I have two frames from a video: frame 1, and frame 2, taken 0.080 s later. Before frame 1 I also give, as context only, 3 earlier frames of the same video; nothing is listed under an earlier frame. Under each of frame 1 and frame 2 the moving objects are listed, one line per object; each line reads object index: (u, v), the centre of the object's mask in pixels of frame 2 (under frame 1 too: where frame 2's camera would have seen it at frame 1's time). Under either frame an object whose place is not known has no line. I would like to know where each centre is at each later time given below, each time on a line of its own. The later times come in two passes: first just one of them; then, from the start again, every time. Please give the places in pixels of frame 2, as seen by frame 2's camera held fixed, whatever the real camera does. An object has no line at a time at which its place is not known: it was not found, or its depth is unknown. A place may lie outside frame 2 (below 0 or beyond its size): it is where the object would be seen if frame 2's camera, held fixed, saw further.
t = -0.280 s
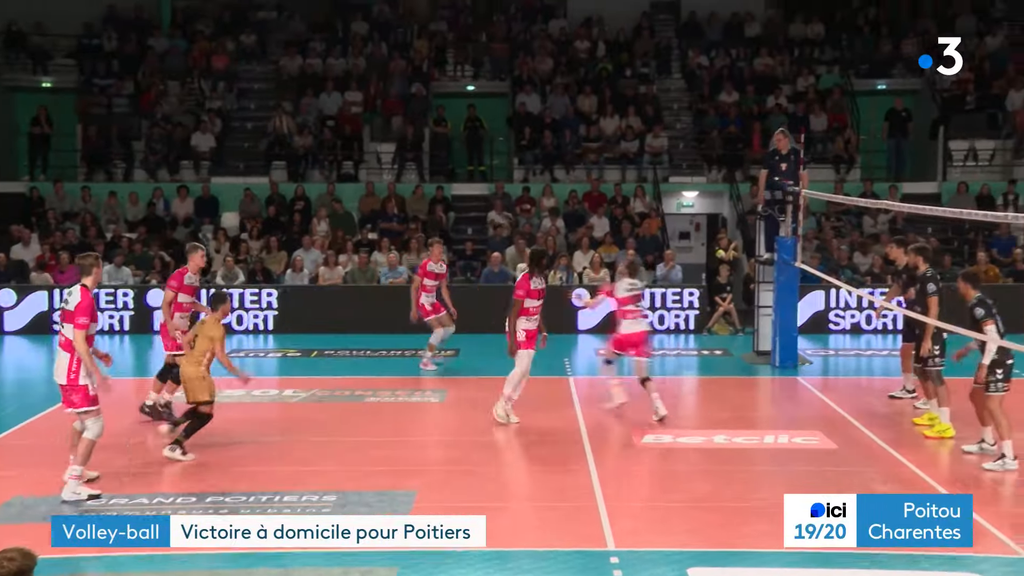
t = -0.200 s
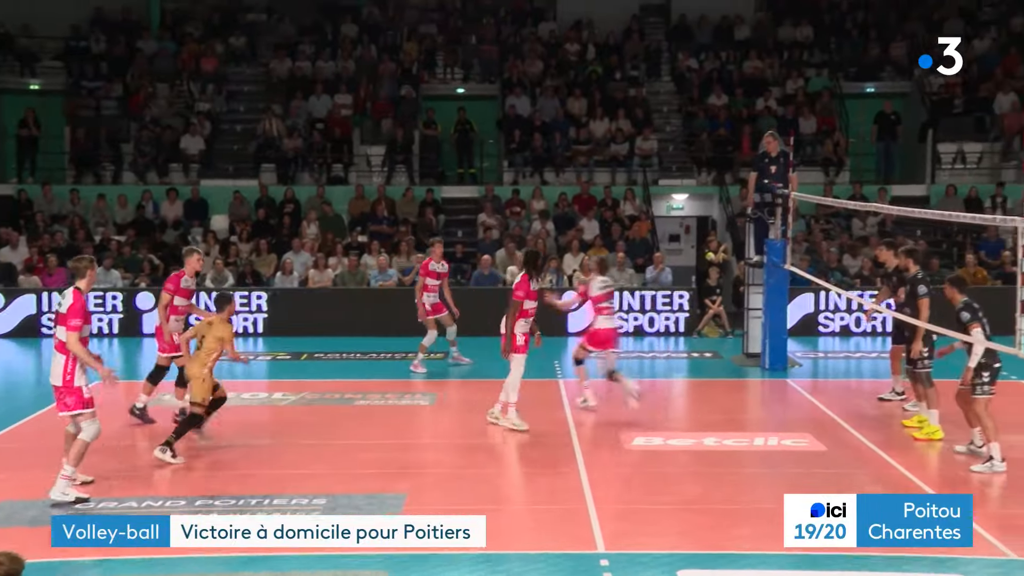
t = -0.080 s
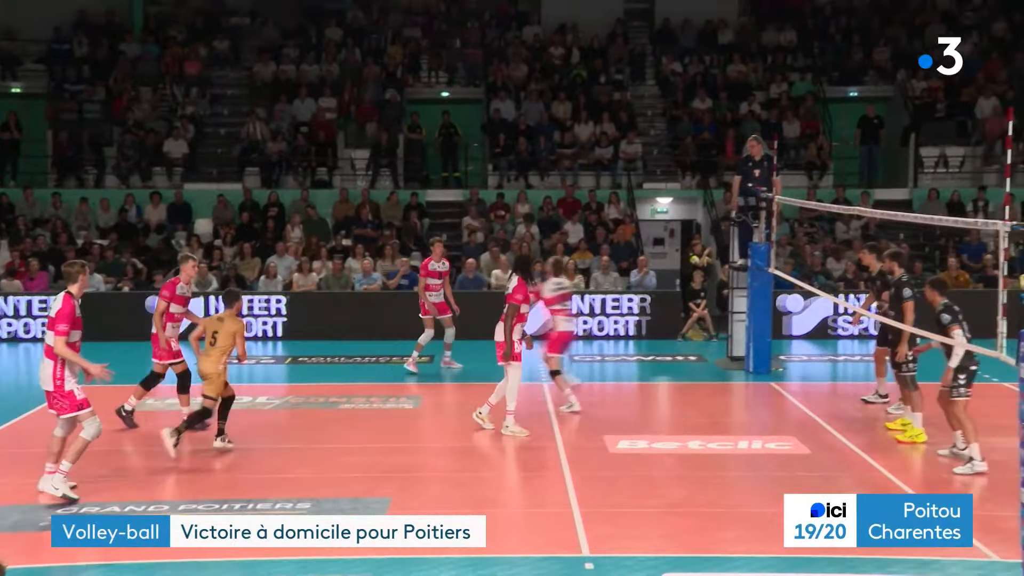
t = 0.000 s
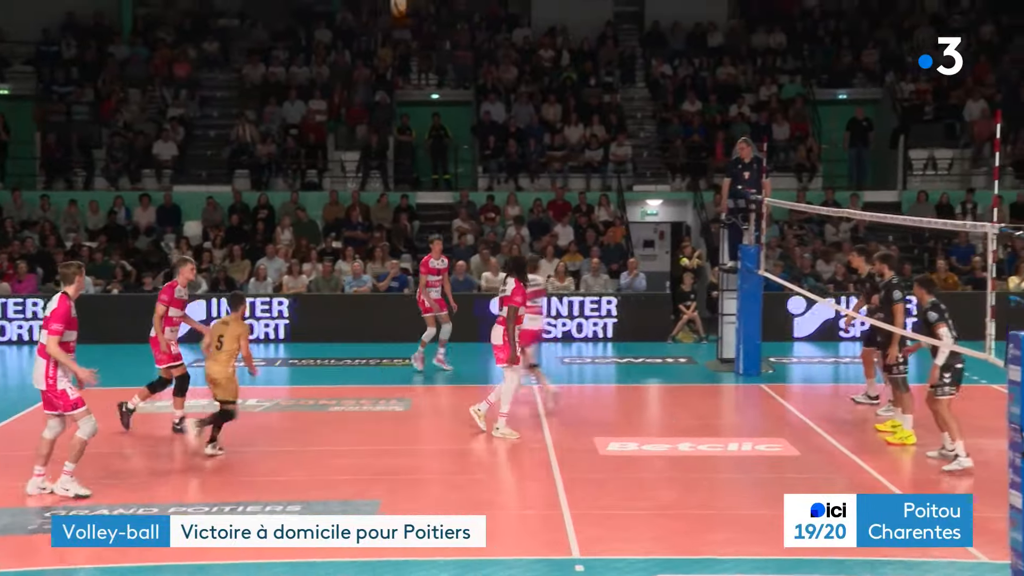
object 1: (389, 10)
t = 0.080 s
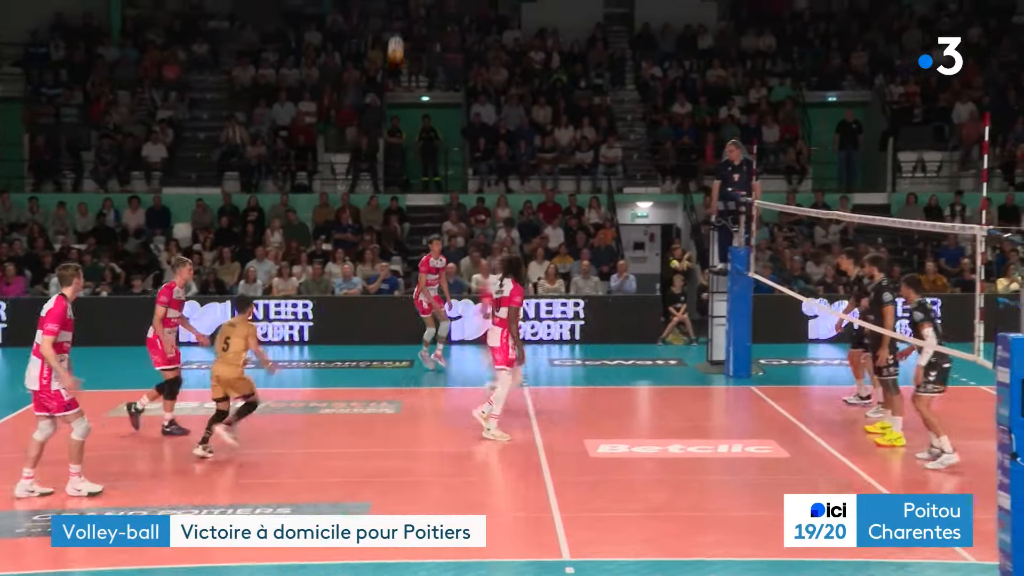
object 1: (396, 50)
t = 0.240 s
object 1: (410, 149)
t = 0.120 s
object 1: (400, 75)
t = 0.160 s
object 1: (403, 96)
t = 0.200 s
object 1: (407, 120)
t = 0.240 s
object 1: (410, 149)
